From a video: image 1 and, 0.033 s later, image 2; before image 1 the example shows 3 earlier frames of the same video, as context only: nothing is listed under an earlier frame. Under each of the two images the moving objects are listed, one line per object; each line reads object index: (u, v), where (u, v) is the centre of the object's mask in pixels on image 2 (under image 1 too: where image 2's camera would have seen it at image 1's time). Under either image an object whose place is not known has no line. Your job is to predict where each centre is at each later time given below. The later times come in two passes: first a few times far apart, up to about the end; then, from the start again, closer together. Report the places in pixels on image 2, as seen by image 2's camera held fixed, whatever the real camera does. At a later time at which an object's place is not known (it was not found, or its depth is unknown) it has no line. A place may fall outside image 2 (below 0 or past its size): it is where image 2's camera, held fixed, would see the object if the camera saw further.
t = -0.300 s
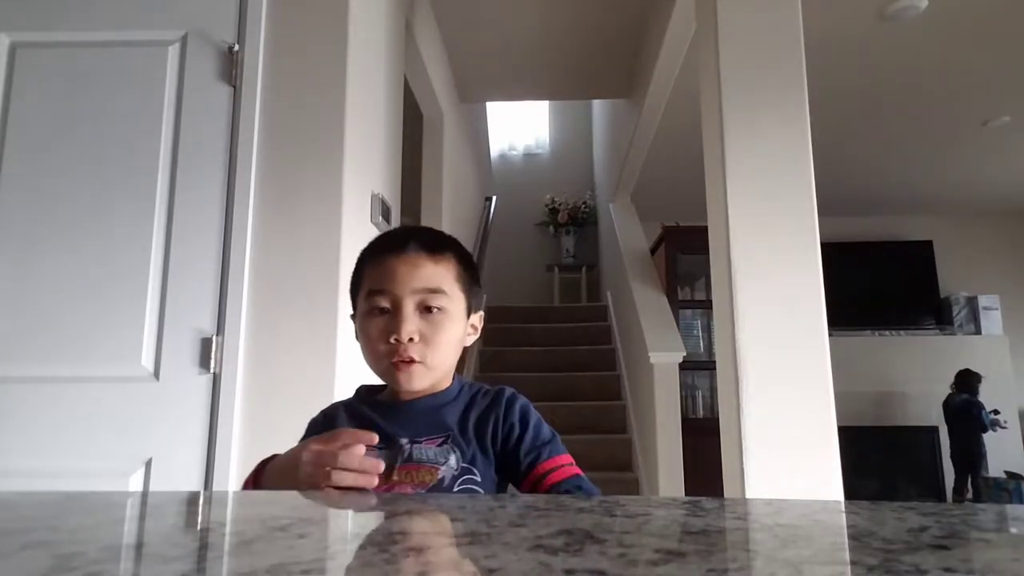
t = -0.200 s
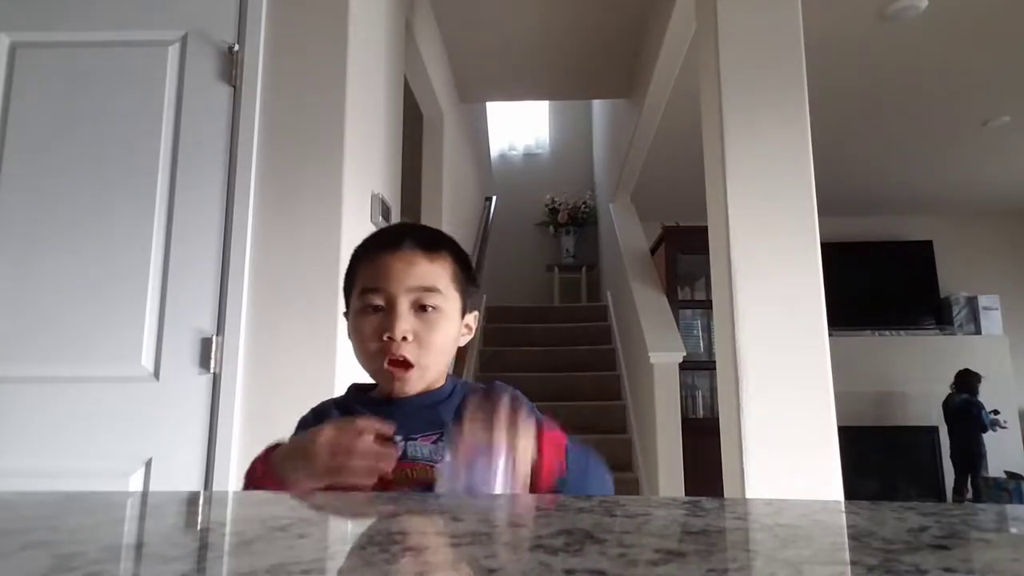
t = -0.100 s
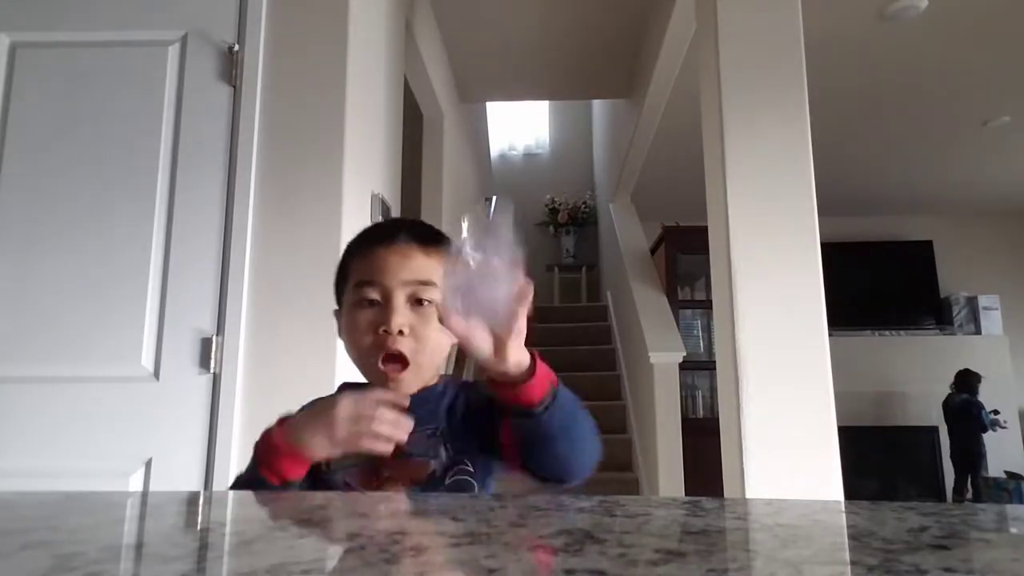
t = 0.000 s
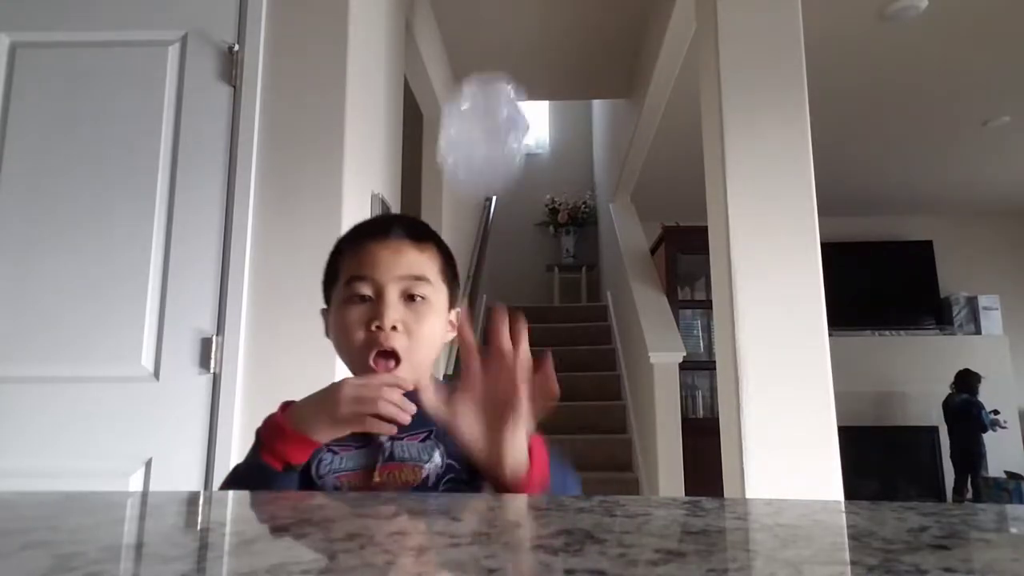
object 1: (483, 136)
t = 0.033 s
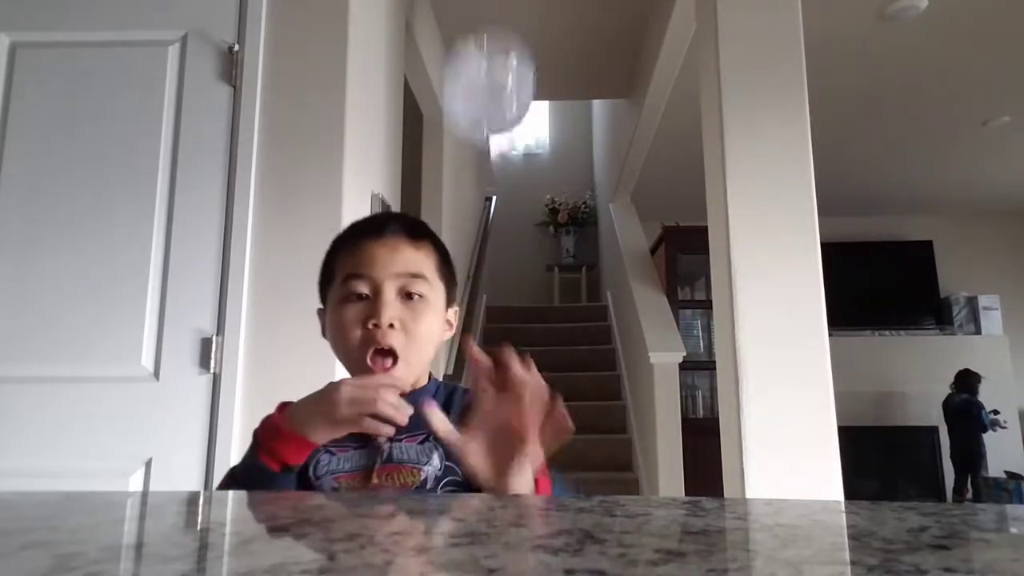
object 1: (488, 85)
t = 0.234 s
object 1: (503, 239)
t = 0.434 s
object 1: (507, 391)
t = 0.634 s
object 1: (509, 430)
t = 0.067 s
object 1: (491, 66)
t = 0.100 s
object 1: (492, 70)
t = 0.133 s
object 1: (493, 80)
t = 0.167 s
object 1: (495, 105)
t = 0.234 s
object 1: (503, 239)
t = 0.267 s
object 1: (507, 329)
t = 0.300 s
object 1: (511, 427)
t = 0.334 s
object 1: (508, 419)
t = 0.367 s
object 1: (508, 385)
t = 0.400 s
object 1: (509, 379)
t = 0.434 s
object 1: (507, 391)
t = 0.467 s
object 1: (507, 417)
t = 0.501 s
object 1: (510, 426)
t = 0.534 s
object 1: (509, 429)
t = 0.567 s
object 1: (510, 430)
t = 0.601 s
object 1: (509, 430)
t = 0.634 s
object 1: (509, 430)
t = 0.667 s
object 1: (509, 430)
